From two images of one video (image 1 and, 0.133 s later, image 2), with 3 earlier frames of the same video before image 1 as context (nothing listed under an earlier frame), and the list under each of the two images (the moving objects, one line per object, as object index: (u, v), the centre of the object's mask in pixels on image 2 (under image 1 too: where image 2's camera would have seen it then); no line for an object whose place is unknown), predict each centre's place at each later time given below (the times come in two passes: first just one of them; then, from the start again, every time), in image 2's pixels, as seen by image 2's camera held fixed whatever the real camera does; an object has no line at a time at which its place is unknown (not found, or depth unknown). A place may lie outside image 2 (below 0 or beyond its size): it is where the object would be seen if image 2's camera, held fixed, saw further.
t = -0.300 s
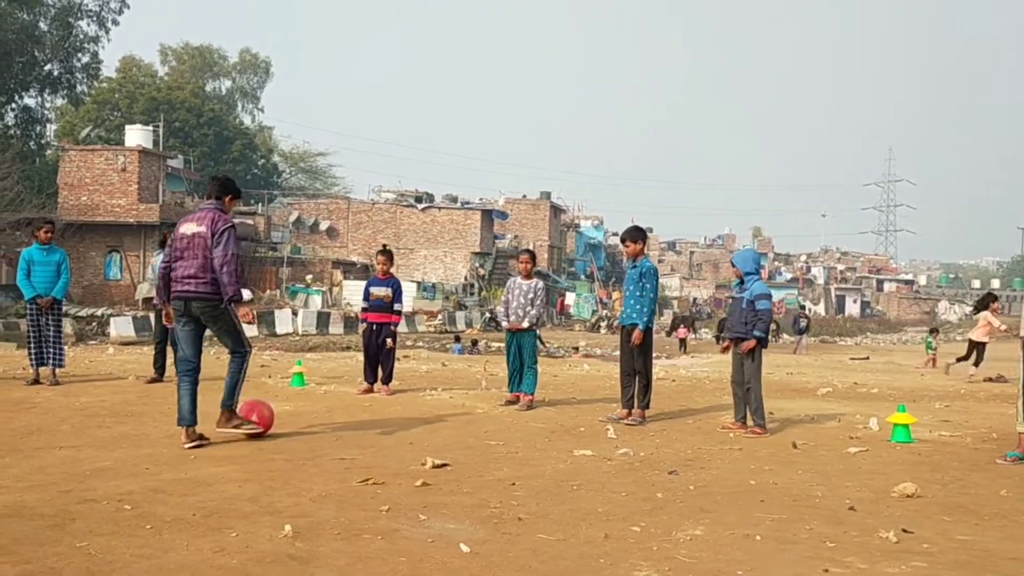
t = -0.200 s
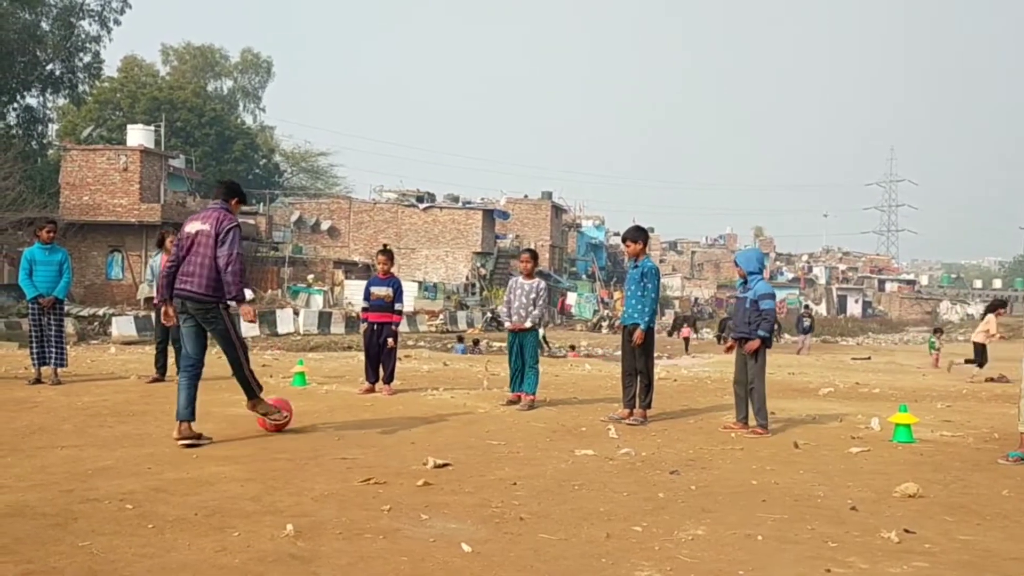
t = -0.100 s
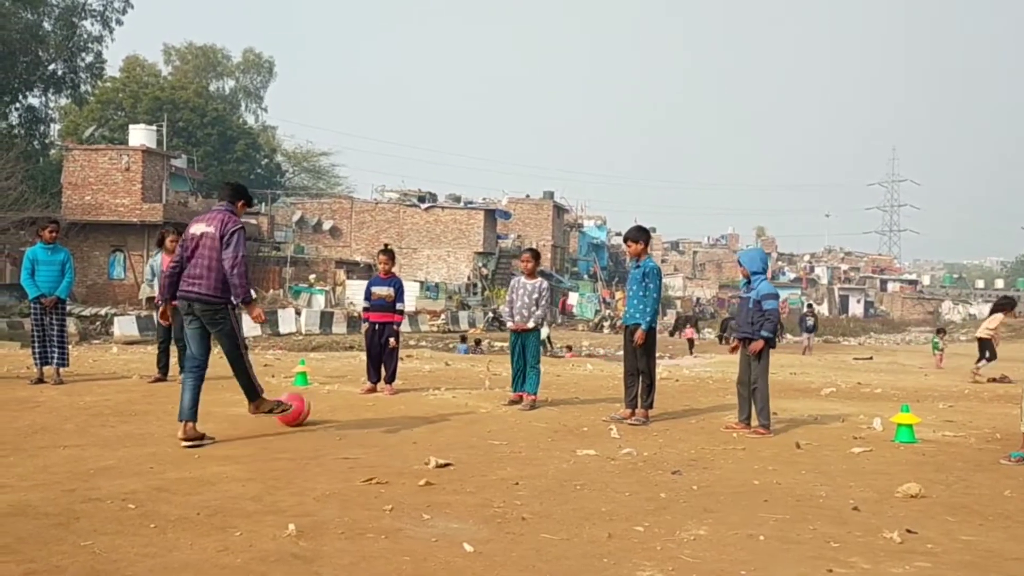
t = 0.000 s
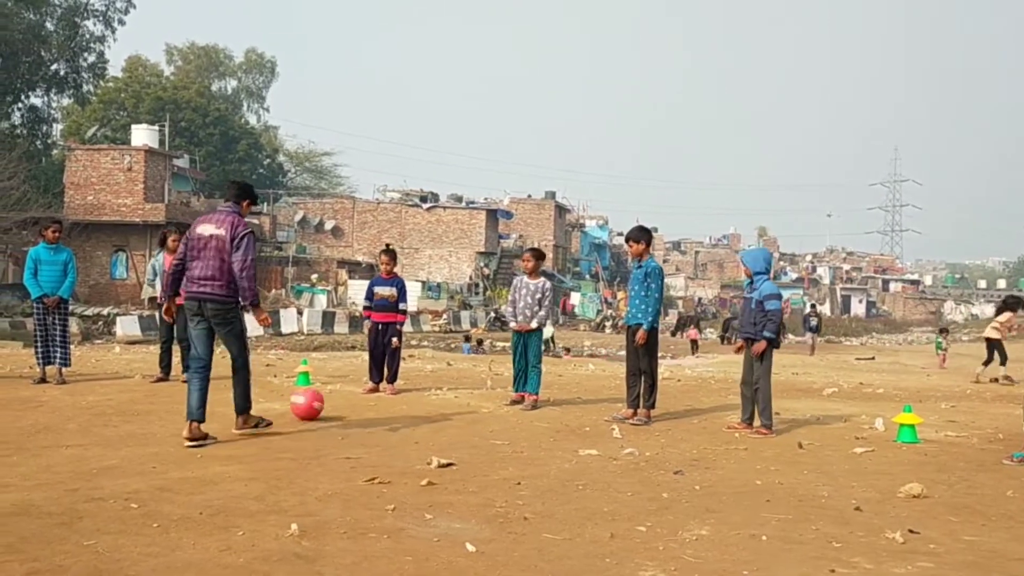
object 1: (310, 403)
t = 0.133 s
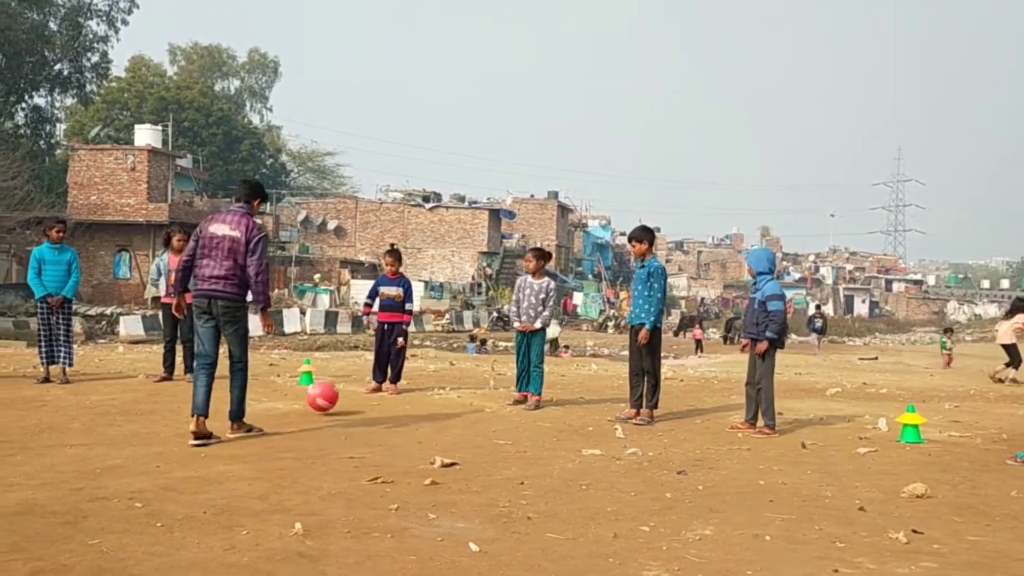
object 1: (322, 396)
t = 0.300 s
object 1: (333, 394)
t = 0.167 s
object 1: (325, 393)
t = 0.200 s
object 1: (327, 393)
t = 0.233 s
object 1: (330, 394)
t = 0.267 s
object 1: (331, 396)
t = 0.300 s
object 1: (333, 394)
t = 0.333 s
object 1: (334, 392)
